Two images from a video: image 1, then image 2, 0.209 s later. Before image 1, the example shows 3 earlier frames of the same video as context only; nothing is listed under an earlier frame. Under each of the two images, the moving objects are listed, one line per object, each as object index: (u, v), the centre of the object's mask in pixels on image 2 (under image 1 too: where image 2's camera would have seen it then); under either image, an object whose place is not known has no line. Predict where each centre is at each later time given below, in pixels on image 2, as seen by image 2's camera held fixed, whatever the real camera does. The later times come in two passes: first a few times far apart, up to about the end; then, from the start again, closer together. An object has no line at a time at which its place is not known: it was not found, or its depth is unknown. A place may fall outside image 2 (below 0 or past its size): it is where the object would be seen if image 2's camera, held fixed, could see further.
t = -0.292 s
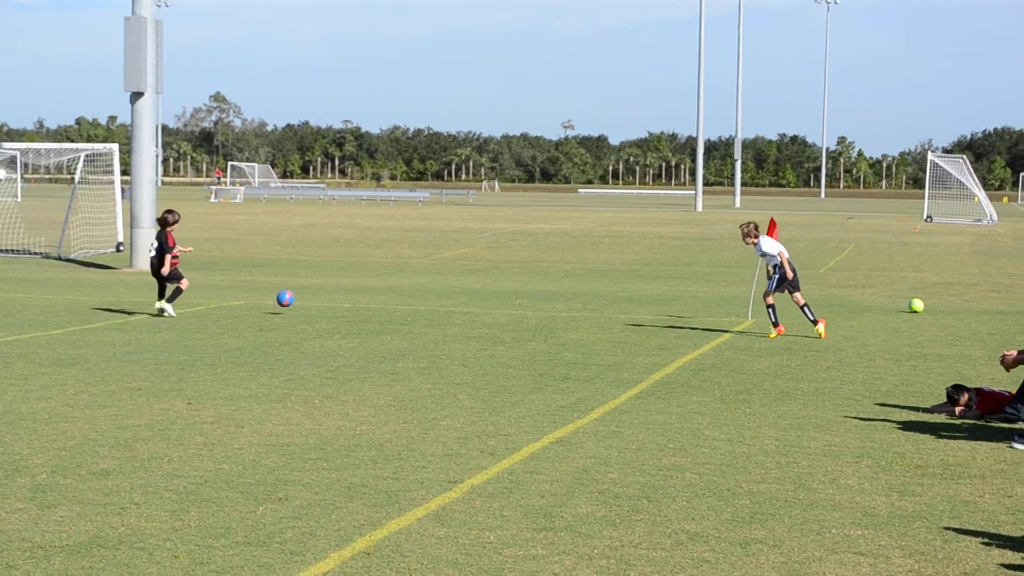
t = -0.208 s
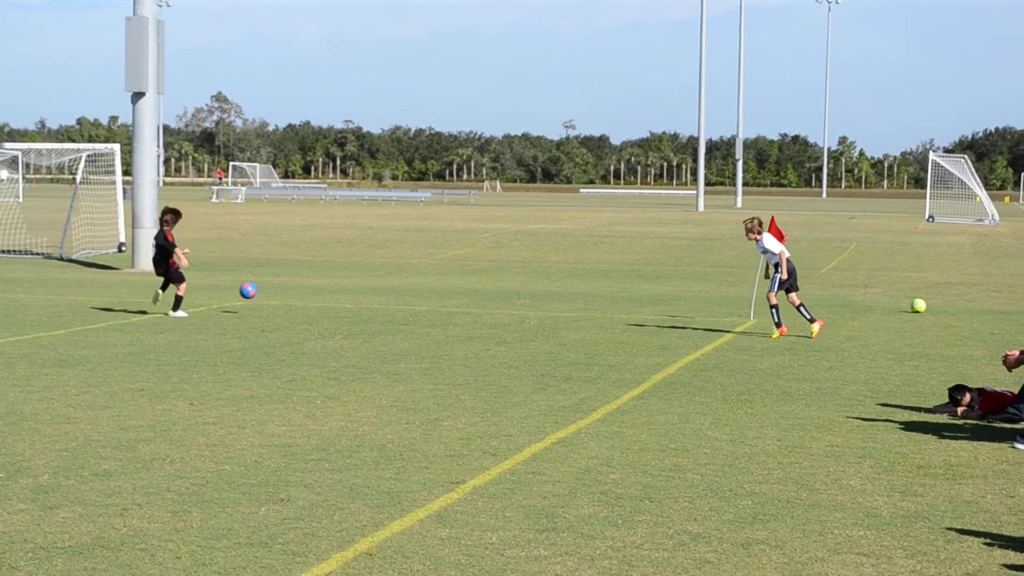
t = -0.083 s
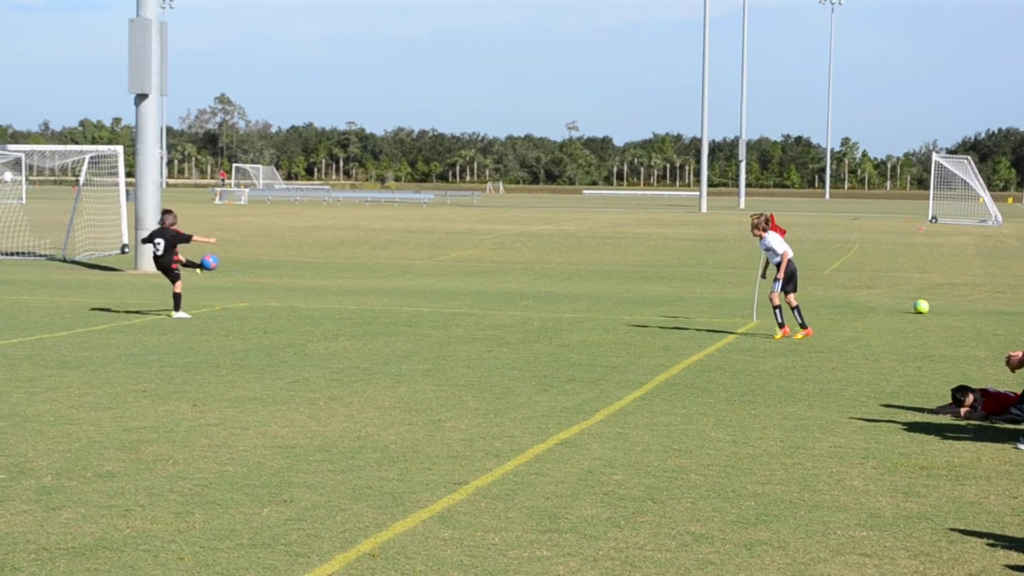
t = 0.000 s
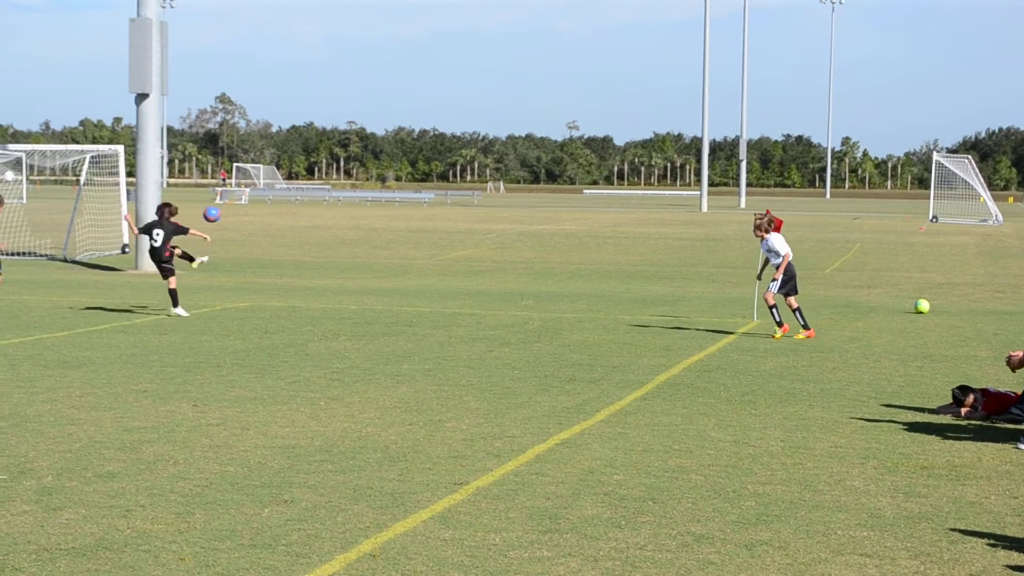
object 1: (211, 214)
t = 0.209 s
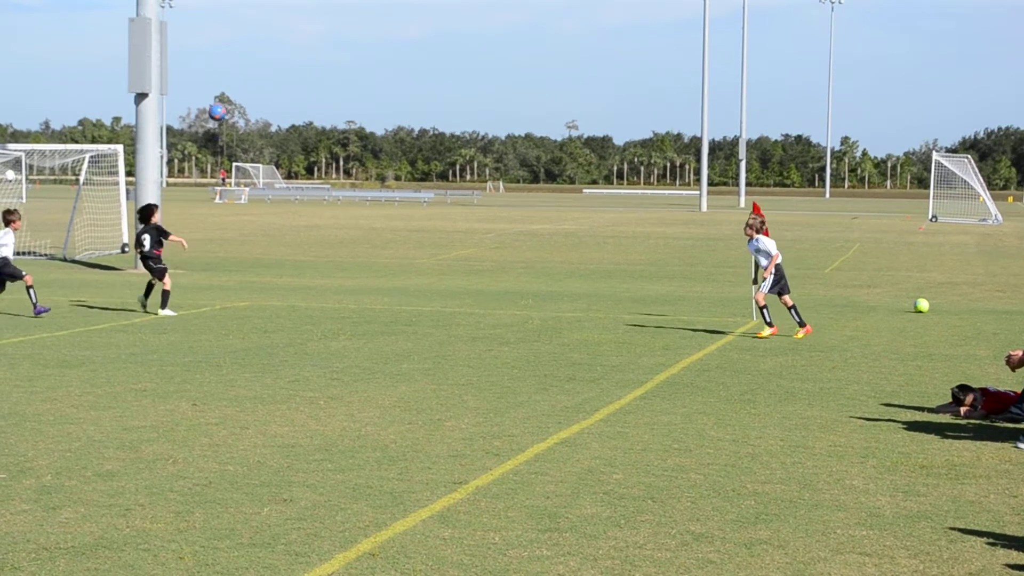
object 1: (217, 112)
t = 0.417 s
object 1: (223, 43)
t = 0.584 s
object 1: (227, 13)
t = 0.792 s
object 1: (233, 8)
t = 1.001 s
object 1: (240, 44)
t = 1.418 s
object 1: (261, 257)
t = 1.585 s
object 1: (262, 306)
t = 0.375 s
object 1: (221, 54)
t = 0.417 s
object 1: (223, 43)
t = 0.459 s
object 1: (224, 33)
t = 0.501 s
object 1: (225, 25)
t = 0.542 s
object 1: (226, 18)
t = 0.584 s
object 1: (227, 13)
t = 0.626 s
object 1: (228, 9)
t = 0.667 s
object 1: (230, 7)
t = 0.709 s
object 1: (230, 7)
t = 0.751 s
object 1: (231, 7)
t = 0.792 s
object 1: (233, 8)
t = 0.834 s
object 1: (235, 12)
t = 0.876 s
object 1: (236, 17)
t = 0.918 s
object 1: (237, 24)
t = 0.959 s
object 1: (238, 33)
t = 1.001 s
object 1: (240, 44)
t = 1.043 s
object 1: (242, 56)
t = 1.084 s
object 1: (243, 71)
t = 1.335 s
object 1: (255, 198)
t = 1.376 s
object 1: (258, 227)
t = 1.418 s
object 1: (261, 257)
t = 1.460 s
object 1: (263, 289)
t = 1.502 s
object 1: (266, 324)
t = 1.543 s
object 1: (265, 326)
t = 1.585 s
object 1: (262, 306)
